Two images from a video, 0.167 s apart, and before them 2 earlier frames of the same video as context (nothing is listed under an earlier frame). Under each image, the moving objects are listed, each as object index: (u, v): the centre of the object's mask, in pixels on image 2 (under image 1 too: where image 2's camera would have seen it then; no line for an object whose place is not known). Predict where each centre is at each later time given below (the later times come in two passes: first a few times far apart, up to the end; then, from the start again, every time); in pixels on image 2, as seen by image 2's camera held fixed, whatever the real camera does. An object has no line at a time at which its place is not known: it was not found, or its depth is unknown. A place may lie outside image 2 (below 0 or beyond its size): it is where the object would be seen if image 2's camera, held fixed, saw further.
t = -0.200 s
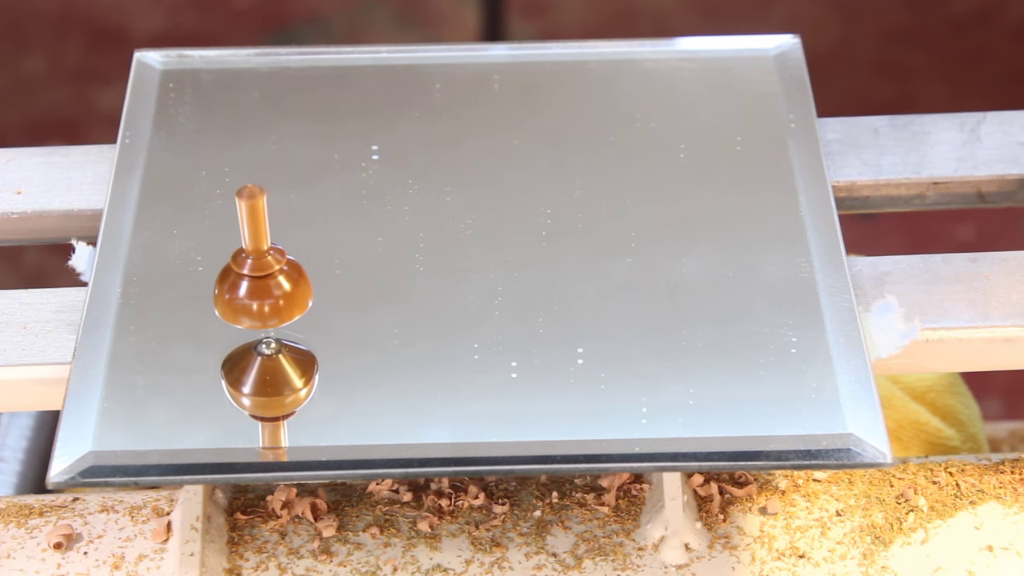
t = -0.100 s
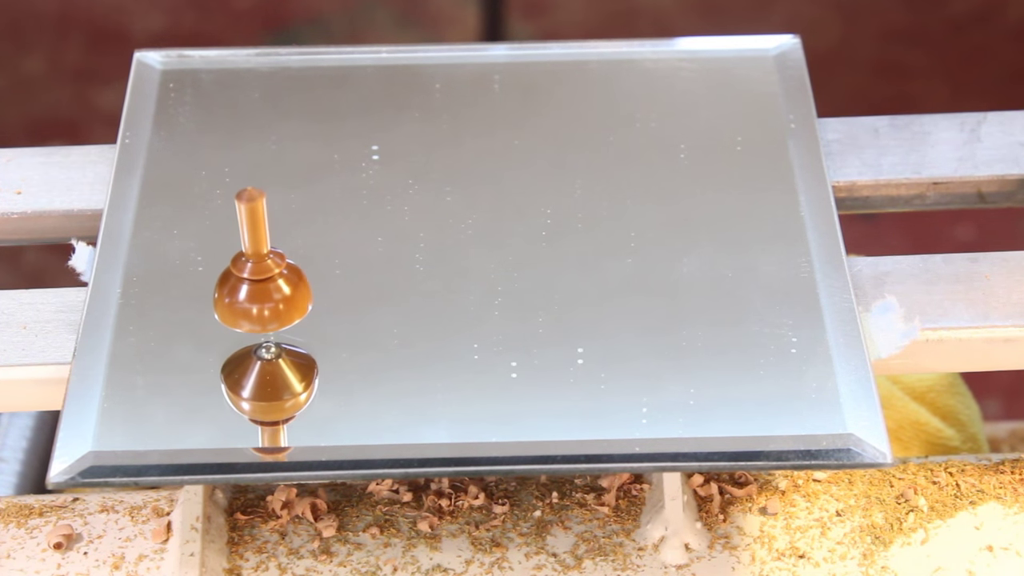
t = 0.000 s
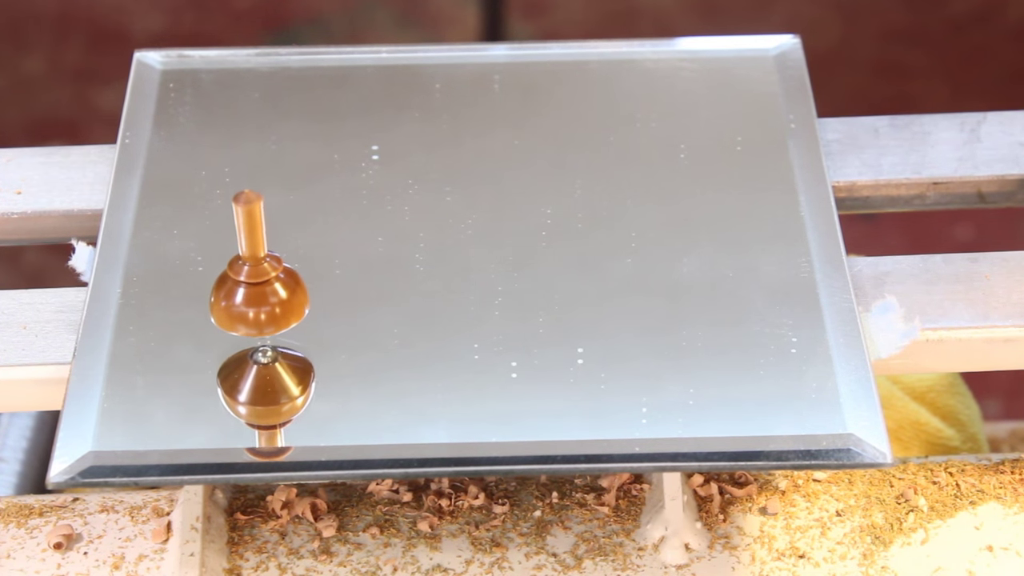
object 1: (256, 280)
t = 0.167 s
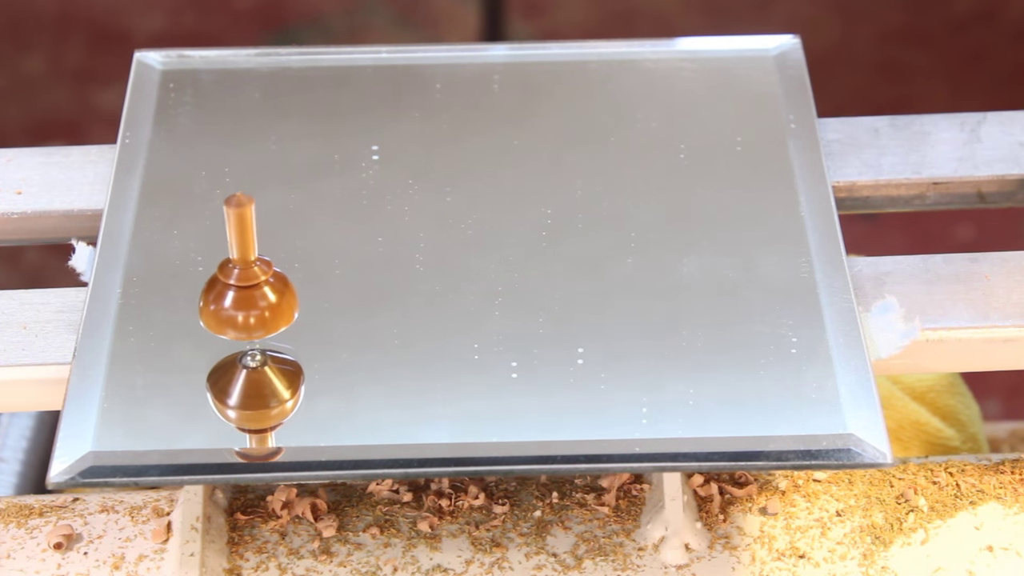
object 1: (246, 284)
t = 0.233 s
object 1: (241, 284)
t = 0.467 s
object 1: (233, 279)
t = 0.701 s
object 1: (241, 275)
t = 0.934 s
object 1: (247, 280)
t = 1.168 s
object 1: (239, 288)
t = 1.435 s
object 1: (225, 288)
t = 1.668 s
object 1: (225, 283)
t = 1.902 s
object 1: (232, 284)
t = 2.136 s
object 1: (232, 289)
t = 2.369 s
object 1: (220, 293)
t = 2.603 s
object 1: (213, 289)
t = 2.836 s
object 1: (219, 286)
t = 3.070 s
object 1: (224, 291)
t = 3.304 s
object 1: (214, 296)
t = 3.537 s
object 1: (200, 295)
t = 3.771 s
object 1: (197, 291)
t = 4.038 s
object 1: (203, 292)
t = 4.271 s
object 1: (202, 296)
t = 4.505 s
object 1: (192, 300)
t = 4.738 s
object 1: (187, 297)
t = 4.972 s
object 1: (191, 295)
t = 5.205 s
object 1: (195, 298)
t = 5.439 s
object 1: (188, 302)
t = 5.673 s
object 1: (179, 301)
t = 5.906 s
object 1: (182, 298)
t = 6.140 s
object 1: (187, 300)
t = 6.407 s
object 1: (181, 305)
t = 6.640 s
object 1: (172, 304)
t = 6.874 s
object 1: (173, 301)
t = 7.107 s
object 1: (178, 303)
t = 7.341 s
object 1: (174, 308)
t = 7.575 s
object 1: (165, 309)
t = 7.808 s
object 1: (163, 305)
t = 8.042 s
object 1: (169, 306)
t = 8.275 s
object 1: (167, 310)
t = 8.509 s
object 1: (159, 315)
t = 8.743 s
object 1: (157, 312)
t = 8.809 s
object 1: (160, 312)
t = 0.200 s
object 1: (243, 284)
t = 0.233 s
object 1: (241, 284)
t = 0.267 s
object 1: (239, 283)
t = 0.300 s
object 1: (238, 283)
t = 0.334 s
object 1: (236, 282)
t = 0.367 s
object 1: (235, 282)
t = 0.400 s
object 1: (234, 281)
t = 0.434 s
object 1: (233, 280)
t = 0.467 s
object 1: (233, 279)
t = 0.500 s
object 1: (234, 278)
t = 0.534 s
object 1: (234, 277)
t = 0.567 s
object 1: (235, 277)
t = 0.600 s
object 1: (236, 276)
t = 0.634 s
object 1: (238, 276)
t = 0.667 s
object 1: (239, 275)
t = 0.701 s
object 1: (241, 275)
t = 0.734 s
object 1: (242, 276)
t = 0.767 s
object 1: (244, 276)
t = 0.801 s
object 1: (245, 276)
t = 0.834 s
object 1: (246, 277)
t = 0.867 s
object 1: (247, 278)
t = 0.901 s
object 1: (247, 279)
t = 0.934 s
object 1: (247, 280)
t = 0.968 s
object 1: (247, 281)
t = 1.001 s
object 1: (246, 282)
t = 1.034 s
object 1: (245, 284)
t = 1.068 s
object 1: (244, 285)
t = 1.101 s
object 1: (243, 286)
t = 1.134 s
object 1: (241, 287)
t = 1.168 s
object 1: (239, 288)
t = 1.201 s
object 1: (236, 288)
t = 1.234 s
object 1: (235, 289)
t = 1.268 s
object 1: (232, 290)
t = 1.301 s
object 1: (230, 289)
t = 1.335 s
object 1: (229, 289)
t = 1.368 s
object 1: (227, 289)
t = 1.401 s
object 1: (225, 288)
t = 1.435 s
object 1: (225, 288)
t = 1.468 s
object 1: (224, 288)
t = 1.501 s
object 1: (223, 286)
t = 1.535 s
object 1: (223, 285)
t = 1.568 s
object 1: (223, 285)
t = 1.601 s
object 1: (223, 284)
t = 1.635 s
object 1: (224, 283)
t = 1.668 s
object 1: (225, 283)
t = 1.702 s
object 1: (225, 283)
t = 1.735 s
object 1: (227, 282)
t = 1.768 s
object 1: (228, 282)
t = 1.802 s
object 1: (229, 282)
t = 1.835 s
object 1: (230, 282)
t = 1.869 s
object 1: (231, 283)
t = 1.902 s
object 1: (232, 284)
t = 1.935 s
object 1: (233, 284)
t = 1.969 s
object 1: (234, 285)
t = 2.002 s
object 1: (234, 286)
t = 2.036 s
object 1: (233, 286)
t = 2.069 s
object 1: (233, 288)
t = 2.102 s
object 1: (232, 289)
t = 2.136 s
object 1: (232, 289)
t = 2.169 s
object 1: (230, 290)
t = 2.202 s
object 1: (229, 291)
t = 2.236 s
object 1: (227, 292)
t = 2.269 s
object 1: (225, 292)
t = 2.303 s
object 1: (223, 293)
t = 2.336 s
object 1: (222, 293)
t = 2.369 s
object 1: (220, 293)
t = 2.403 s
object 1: (218, 292)
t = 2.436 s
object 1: (217, 292)
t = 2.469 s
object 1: (215, 292)
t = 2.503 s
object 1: (214, 291)
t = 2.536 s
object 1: (214, 290)
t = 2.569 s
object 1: (213, 290)
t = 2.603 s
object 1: (213, 289)
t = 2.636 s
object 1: (213, 289)
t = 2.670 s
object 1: (214, 288)
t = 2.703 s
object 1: (215, 287)
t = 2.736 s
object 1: (216, 287)
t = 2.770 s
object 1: (217, 286)
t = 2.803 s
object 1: (218, 286)
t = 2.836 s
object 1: (219, 286)
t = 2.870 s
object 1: (220, 287)
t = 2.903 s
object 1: (221, 287)
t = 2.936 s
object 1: (222, 287)
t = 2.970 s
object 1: (223, 288)
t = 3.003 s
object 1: (223, 289)
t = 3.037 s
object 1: (224, 289)
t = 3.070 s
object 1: (224, 291)
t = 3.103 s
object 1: (223, 292)
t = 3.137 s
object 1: (222, 293)
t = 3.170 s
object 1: (221, 294)
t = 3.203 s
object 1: (220, 295)
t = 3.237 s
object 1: (218, 295)
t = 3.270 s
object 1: (216, 296)
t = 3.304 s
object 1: (214, 296)
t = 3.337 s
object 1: (213, 296)
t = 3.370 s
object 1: (211, 297)
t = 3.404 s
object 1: (209, 297)
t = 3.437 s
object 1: (207, 296)
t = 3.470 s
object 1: (204, 296)
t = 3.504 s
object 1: (203, 296)
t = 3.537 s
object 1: (200, 295)
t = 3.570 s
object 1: (199, 295)
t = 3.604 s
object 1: (198, 295)
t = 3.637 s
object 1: (197, 294)
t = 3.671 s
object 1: (197, 293)
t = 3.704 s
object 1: (197, 293)
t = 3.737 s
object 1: (196, 292)
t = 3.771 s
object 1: (197, 291)
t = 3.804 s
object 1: (198, 292)
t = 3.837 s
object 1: (198, 291)
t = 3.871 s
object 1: (199, 290)
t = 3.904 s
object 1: (200, 291)
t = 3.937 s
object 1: (201, 291)
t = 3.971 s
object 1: (202, 291)
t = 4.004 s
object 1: (203, 291)
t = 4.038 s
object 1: (203, 292)
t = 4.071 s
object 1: (204, 292)
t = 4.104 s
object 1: (204, 293)
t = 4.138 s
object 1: (204, 293)
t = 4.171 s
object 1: (204, 294)
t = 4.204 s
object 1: (204, 295)
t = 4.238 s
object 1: (203, 296)
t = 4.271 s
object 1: (202, 296)
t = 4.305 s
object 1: (201, 298)
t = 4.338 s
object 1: (200, 299)
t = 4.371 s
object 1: (198, 299)
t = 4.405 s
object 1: (197, 299)
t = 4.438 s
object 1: (195, 300)
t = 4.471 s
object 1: (194, 299)
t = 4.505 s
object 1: (192, 300)
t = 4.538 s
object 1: (191, 300)
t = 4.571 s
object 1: (189, 299)
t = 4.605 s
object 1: (189, 299)
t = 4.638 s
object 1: (188, 299)
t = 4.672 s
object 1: (187, 298)
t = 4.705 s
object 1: (187, 297)
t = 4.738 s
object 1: (187, 297)
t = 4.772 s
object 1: (187, 296)
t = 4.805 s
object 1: (187, 296)
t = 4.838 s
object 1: (188, 295)
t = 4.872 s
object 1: (189, 295)
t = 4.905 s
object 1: (189, 295)
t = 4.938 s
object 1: (190, 295)
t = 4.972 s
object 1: (191, 295)
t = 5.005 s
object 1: (192, 295)
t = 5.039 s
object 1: (193, 295)
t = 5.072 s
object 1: (194, 295)
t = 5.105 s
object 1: (195, 296)
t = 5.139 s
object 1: (195, 297)
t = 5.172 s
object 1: (195, 297)
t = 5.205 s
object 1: (195, 298)
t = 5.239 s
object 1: (194, 299)
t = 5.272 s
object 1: (194, 299)
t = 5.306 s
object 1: (193, 300)
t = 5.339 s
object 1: (192, 301)
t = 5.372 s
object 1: (190, 301)
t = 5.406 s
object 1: (189, 302)
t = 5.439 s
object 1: (188, 302)
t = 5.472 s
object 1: (186, 303)
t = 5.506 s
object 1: (184, 302)
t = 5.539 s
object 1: (183, 303)
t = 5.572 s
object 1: (182, 302)
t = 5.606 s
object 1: (181, 302)
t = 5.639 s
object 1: (180, 302)
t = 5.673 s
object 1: (179, 301)
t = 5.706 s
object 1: (179, 301)
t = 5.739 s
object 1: (179, 300)
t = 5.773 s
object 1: (179, 300)
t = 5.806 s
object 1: (179, 299)
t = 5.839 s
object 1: (180, 299)
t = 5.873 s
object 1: (181, 298)
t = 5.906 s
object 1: (182, 298)
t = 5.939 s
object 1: (182, 298)
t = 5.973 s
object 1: (184, 298)
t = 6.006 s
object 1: (185, 298)
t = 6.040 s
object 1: (185, 298)
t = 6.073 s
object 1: (186, 299)
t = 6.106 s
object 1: (187, 299)
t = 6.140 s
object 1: (187, 300)
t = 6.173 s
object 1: (187, 301)
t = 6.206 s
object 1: (187, 301)
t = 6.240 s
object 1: (186, 302)
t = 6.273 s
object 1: (186, 303)
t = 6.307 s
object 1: (185, 303)
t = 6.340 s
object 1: (184, 304)
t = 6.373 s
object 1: (182, 305)
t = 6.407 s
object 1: (181, 305)
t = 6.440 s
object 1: (179, 305)
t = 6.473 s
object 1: (178, 305)
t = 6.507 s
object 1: (177, 305)
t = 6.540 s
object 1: (175, 305)
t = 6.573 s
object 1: (174, 305)
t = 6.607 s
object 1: (173, 305)
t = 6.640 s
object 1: (172, 304)
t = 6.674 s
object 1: (172, 304)
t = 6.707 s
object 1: (171, 304)
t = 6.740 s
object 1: (171, 303)
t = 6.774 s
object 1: (172, 302)
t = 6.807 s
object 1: (172, 302)
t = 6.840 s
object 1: (173, 302)
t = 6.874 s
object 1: (173, 301)
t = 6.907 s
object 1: (175, 301)
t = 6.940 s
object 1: (175, 301)
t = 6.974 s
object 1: (176, 301)
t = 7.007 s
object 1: (177, 301)
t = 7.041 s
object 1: (178, 302)
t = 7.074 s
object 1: (178, 303)
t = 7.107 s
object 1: (178, 303)
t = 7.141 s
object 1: (179, 303)
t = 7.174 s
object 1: (178, 304)
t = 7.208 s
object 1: (178, 305)
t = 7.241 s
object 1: (177, 306)
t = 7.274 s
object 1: (176, 307)
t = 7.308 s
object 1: (175, 308)
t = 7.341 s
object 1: (174, 308)
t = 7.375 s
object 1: (173, 309)
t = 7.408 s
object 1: (171, 309)
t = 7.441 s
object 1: (170, 309)
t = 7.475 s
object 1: (169, 309)
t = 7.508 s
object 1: (167, 310)
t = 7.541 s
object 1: (166, 309)
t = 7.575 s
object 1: (165, 309)
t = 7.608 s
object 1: (164, 309)
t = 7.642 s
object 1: (163, 308)
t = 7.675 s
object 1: (162, 307)
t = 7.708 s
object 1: (162, 307)
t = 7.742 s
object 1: (163, 307)
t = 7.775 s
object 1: (163, 306)
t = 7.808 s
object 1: (163, 305)
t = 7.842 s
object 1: (164, 305)
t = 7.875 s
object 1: (165, 305)
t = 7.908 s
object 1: (165, 305)
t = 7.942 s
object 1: (167, 305)
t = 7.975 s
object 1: (167, 305)
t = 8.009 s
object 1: (168, 305)
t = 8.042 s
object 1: (169, 306)
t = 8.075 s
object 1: (169, 306)
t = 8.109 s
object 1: (170, 307)
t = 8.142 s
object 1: (169, 308)
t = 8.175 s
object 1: (169, 309)
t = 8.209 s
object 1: (169, 309)
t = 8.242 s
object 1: (168, 310)
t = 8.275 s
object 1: (167, 310)
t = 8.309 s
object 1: (166, 311)
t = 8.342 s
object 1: (165, 312)
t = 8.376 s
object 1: (163, 314)
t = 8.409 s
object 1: (161, 313)
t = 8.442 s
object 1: (163, 312)
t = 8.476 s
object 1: (162, 315)
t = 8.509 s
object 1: (159, 315)
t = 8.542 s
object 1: (159, 311)
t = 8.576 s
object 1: (160, 313)
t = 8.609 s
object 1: (158, 314)
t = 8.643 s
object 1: (157, 312)
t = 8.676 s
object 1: (159, 310)
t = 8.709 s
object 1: (159, 312)
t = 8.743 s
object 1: (157, 312)
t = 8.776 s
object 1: (158, 309)
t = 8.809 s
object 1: (160, 312)
